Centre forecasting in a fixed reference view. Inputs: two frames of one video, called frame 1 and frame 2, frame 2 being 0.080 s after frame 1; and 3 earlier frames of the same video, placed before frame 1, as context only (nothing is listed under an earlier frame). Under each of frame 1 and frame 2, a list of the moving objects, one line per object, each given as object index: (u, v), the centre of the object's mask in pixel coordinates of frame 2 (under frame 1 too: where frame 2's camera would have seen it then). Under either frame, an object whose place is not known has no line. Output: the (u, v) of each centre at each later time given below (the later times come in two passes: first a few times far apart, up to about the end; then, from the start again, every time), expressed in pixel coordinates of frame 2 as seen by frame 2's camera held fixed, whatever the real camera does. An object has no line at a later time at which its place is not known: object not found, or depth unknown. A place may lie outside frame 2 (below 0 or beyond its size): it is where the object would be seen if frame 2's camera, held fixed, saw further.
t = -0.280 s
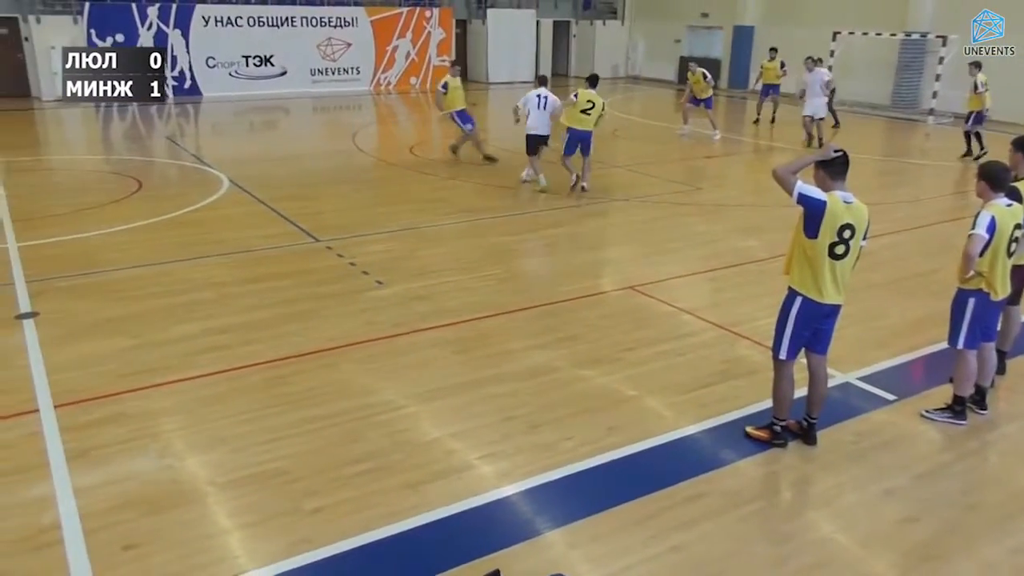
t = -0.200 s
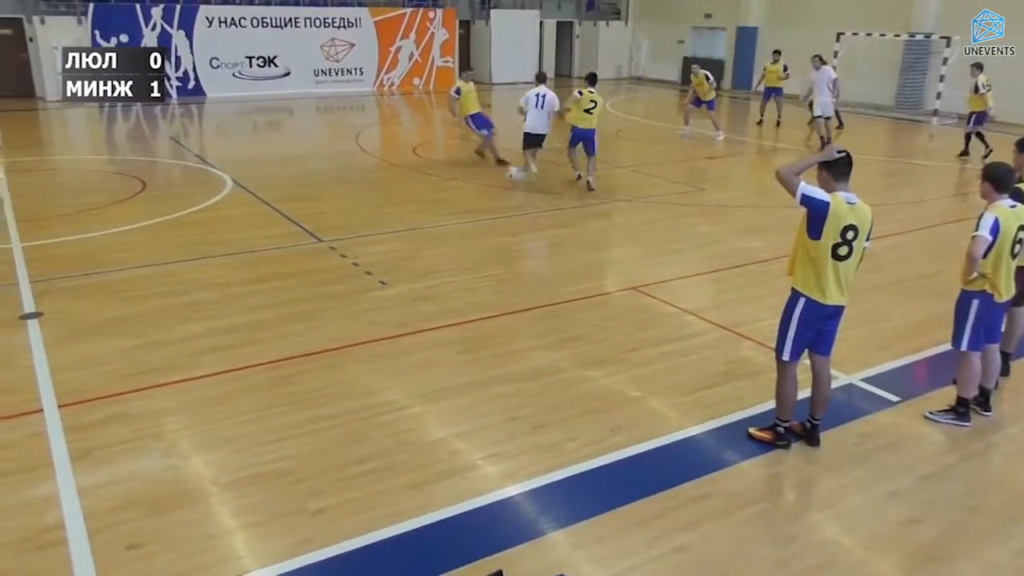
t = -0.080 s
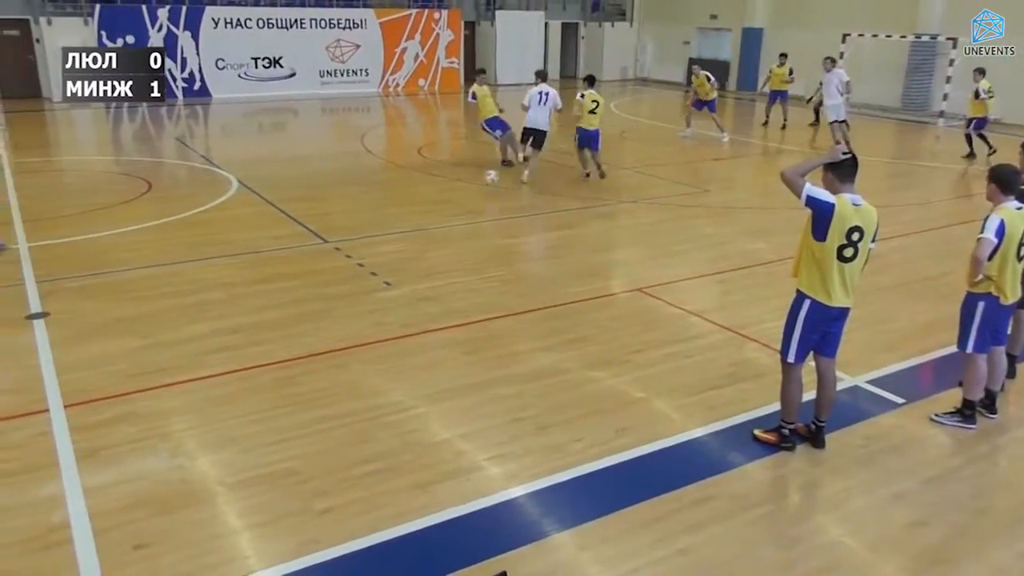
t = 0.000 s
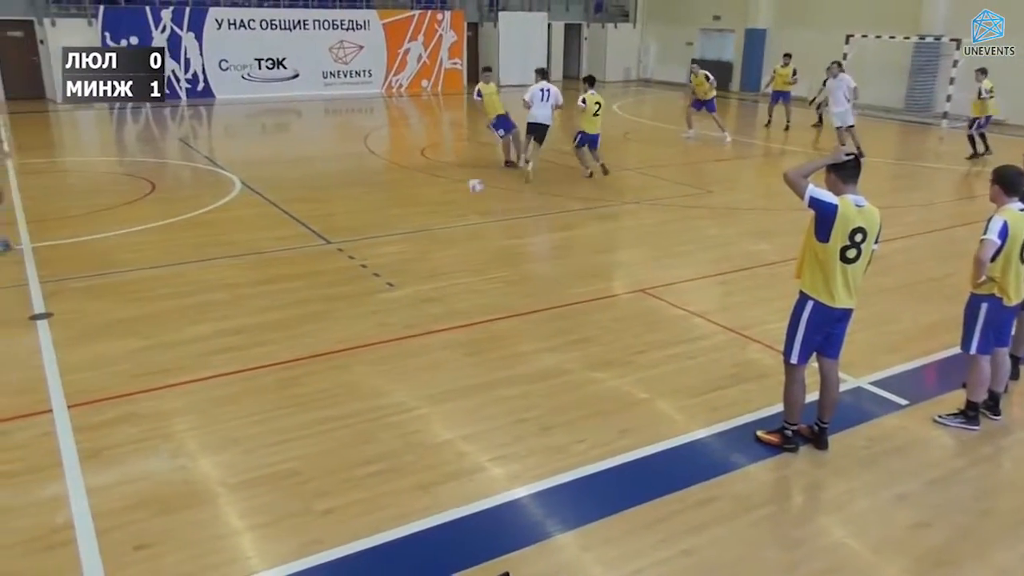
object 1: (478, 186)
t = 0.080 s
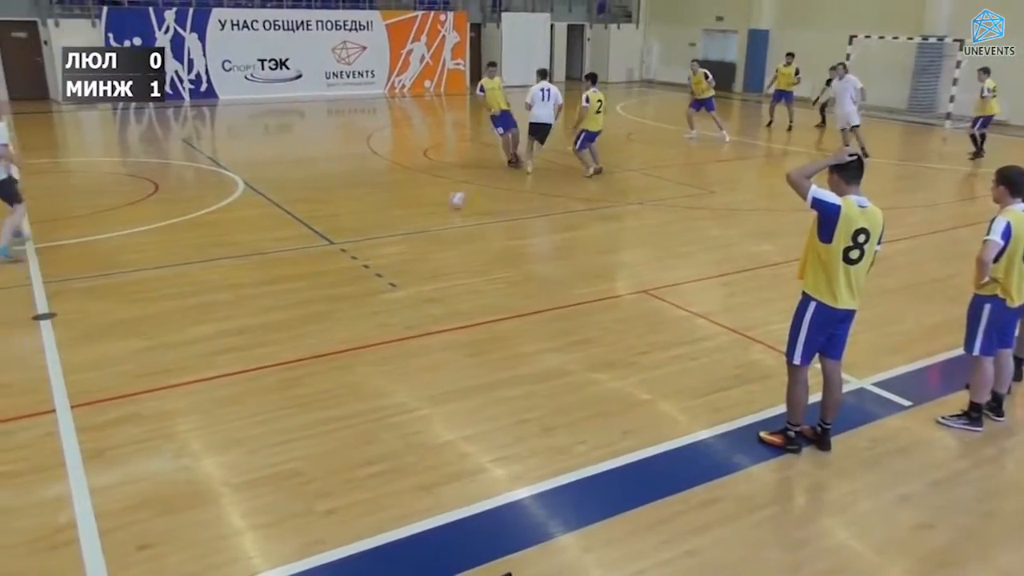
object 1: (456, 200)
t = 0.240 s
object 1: (418, 209)
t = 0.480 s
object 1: (357, 228)
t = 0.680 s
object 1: (304, 240)
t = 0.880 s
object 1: (244, 255)
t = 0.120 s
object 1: (447, 204)
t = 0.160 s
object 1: (438, 205)
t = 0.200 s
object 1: (426, 205)
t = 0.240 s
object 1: (418, 209)
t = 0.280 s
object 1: (408, 213)
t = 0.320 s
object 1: (396, 218)
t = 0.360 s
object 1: (387, 220)
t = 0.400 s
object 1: (378, 222)
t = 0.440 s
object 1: (368, 225)
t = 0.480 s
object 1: (357, 228)
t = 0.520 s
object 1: (347, 231)
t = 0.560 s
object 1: (336, 233)
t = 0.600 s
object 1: (326, 235)
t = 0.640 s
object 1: (315, 238)
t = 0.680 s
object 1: (304, 240)
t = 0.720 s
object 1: (292, 243)
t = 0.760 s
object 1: (281, 245)
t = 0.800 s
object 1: (269, 249)
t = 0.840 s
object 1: (256, 251)
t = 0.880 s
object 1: (244, 255)
